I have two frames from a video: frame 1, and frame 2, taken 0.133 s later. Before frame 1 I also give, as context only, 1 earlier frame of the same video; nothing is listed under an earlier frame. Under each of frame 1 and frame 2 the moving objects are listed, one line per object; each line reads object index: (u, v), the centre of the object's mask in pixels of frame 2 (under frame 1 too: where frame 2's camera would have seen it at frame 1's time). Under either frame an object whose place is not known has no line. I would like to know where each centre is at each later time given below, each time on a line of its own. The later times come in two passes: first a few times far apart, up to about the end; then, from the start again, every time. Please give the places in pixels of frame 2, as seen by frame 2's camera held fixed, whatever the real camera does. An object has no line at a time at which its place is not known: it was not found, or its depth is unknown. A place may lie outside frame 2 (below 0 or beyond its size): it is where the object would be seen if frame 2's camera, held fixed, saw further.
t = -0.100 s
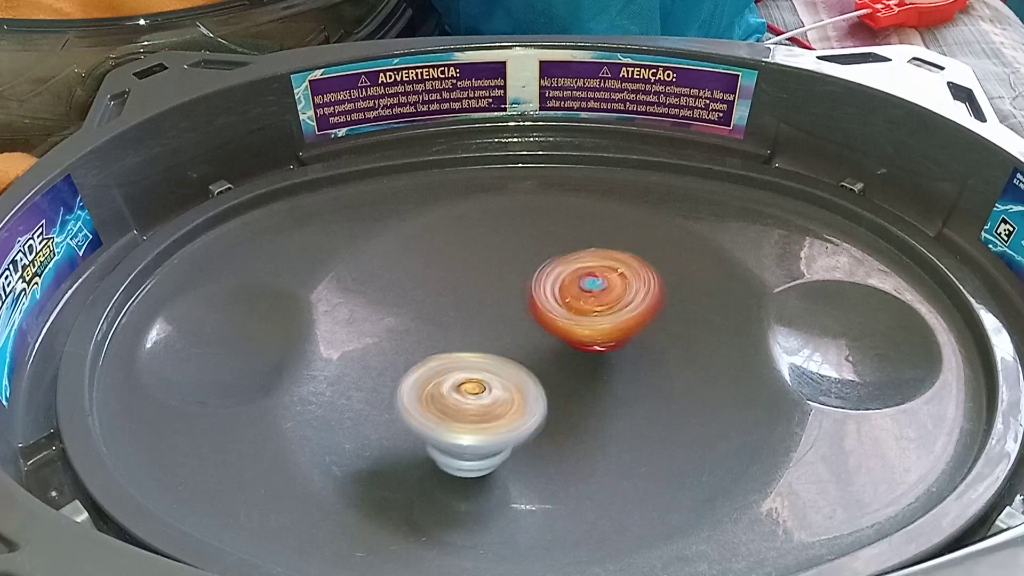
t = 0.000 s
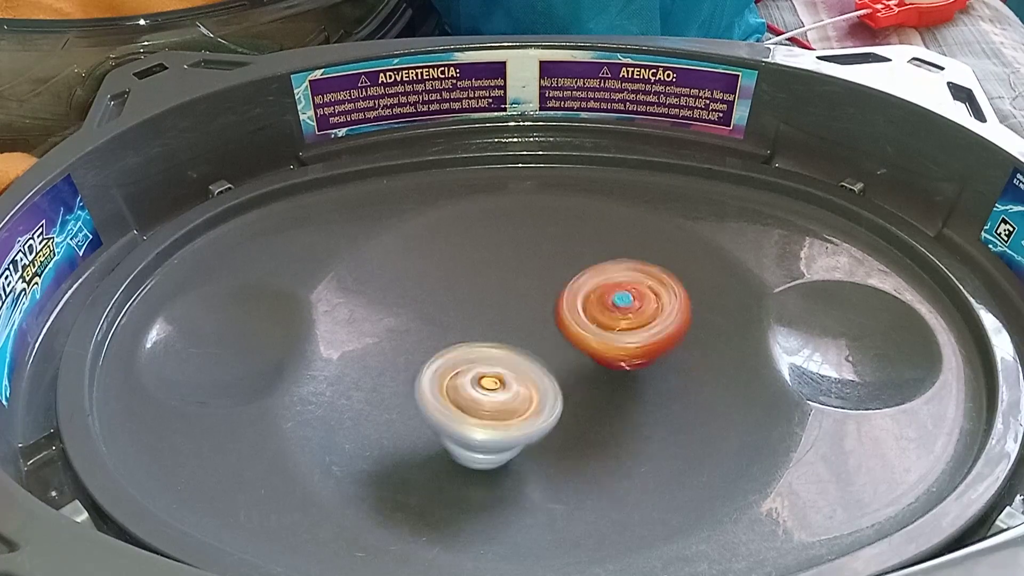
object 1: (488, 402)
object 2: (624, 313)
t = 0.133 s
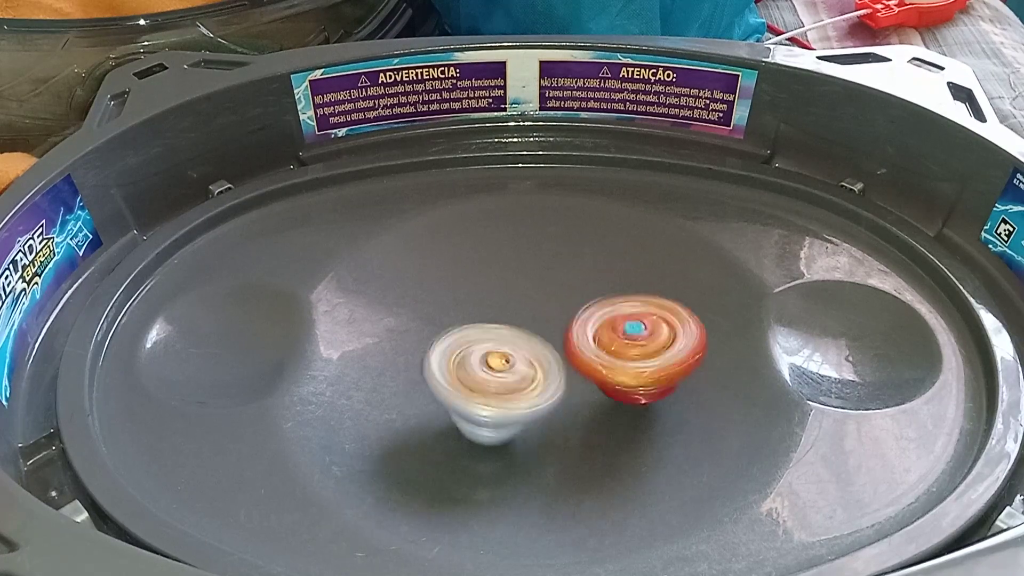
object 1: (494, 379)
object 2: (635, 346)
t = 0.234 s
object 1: (491, 359)
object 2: (641, 368)
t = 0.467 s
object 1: (478, 322)
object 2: (573, 402)
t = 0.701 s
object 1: (480, 303)
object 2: (513, 405)
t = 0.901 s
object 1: (504, 288)
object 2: (491, 411)
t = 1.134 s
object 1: (576, 285)
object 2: (483, 419)
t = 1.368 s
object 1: (618, 326)
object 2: (507, 387)
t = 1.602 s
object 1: (660, 364)
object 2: (415, 370)
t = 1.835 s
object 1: (573, 409)
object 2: (461, 343)
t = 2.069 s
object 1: (470, 419)
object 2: (521, 286)
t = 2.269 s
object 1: (433, 371)
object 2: (580, 308)
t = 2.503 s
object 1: (474, 313)
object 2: (589, 387)
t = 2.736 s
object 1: (556, 307)
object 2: (518, 428)
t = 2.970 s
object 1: (620, 355)
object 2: (466, 385)
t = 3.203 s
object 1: (600, 412)
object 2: (489, 320)
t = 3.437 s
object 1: (499, 409)
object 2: (551, 300)
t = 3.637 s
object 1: (443, 356)
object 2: (583, 345)
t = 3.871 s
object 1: (464, 309)
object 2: (563, 406)
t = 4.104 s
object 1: (550, 318)
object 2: (500, 412)
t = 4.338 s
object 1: (619, 370)
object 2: (452, 383)
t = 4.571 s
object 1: (593, 413)
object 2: (480, 344)
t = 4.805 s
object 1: (504, 408)
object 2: (530, 290)
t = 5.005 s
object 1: (460, 356)
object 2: (566, 302)
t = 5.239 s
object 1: (440, 344)
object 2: (647, 300)
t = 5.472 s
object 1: (498, 354)
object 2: (638, 357)
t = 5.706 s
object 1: (497, 368)
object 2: (657, 394)
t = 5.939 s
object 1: (474, 350)
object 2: (611, 415)
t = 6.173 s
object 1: (493, 316)
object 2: (546, 419)
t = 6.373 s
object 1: (546, 322)
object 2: (533, 438)
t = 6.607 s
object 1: (610, 345)
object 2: (469, 457)
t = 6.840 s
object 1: (587, 382)
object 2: (475, 440)
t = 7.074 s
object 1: (592, 363)
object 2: (457, 385)
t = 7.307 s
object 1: (582, 380)
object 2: (415, 353)
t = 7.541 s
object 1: (538, 384)
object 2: (420, 360)
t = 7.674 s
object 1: (537, 383)
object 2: (422, 355)
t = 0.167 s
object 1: (492, 372)
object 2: (642, 353)
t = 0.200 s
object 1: (491, 365)
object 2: (643, 361)
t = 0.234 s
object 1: (491, 359)
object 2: (641, 368)
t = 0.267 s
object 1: (489, 352)
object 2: (636, 374)
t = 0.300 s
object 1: (488, 346)
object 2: (627, 381)
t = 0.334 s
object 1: (485, 339)
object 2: (620, 388)
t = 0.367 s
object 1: (482, 333)
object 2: (611, 394)
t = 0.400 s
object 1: (480, 328)
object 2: (601, 398)
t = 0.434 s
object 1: (479, 324)
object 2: (588, 400)
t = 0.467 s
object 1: (478, 322)
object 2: (573, 402)
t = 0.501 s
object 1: (477, 319)
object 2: (563, 403)
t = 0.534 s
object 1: (477, 316)
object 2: (553, 405)
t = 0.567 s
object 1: (476, 311)
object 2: (546, 407)
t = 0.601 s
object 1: (475, 307)
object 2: (536, 409)
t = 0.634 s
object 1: (476, 305)
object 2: (526, 408)
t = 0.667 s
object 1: (477, 304)
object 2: (517, 405)
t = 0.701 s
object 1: (480, 303)
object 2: (513, 405)
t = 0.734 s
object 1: (483, 295)
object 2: (510, 412)
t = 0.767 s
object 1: (488, 289)
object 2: (506, 415)
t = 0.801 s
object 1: (491, 287)
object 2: (501, 417)
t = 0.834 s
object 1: (495, 285)
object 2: (495, 418)
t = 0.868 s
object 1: (499, 285)
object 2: (492, 415)
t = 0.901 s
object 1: (504, 288)
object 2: (491, 411)
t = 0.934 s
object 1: (510, 291)
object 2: (492, 406)
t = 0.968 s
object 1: (518, 296)
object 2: (494, 400)
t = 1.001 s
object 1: (531, 296)
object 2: (495, 402)
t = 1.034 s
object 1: (546, 289)
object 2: (493, 411)
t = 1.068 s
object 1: (558, 287)
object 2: (488, 416)
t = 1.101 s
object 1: (569, 284)
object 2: (485, 418)
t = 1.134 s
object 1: (576, 285)
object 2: (483, 419)
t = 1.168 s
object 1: (586, 286)
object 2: (482, 418)
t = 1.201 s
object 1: (594, 288)
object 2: (483, 415)
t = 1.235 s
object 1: (599, 293)
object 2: (487, 411)
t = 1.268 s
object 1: (604, 299)
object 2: (491, 406)
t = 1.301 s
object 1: (610, 306)
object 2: (497, 400)
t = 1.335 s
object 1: (612, 317)
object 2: (504, 393)
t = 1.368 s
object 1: (618, 326)
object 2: (507, 387)
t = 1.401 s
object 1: (631, 332)
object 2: (492, 388)
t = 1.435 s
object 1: (644, 334)
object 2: (470, 388)
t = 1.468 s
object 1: (653, 339)
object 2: (455, 388)
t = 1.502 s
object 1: (660, 344)
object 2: (443, 384)
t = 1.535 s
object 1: (663, 351)
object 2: (430, 379)
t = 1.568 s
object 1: (664, 357)
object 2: (422, 376)
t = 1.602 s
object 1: (660, 364)
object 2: (415, 370)
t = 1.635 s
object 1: (656, 371)
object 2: (412, 364)
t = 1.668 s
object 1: (648, 378)
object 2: (414, 359)
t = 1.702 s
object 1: (638, 386)
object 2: (418, 354)
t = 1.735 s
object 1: (623, 393)
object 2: (426, 350)
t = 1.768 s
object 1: (608, 399)
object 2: (437, 347)
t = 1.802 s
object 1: (591, 405)
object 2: (449, 345)
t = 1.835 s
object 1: (573, 409)
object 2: (461, 343)
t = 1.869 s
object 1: (556, 417)
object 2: (466, 333)
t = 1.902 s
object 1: (540, 422)
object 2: (473, 323)
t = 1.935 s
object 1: (525, 424)
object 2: (481, 312)
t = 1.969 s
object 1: (509, 426)
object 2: (490, 302)
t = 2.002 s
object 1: (495, 424)
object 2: (499, 296)
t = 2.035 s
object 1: (480, 423)
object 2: (509, 291)
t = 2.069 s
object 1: (470, 419)
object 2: (521, 286)
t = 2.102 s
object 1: (458, 414)
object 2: (534, 285)
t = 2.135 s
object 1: (450, 406)
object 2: (543, 286)
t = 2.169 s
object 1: (442, 398)
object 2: (554, 288)
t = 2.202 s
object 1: (437, 390)
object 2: (564, 294)
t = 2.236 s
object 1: (435, 380)
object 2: (573, 300)
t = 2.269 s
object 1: (433, 371)
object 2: (580, 308)
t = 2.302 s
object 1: (436, 362)
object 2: (586, 317)
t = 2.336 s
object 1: (437, 352)
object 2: (591, 328)
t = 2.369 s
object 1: (444, 344)
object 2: (594, 340)
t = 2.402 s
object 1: (449, 335)
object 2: (596, 351)
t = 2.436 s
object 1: (457, 328)
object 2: (596, 362)
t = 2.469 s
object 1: (466, 319)
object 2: (593, 375)
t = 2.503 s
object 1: (474, 313)
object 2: (589, 387)
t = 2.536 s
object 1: (487, 308)
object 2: (582, 398)
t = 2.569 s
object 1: (496, 304)
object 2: (575, 406)
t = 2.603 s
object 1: (509, 302)
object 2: (567, 414)
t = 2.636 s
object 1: (520, 300)
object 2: (555, 420)
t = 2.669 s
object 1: (532, 302)
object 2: (545, 424)
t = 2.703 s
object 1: (546, 302)
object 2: (531, 428)
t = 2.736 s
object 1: (556, 307)
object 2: (518, 428)
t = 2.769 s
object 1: (569, 309)
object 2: (508, 428)
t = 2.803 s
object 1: (577, 316)
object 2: (496, 424)
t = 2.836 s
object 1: (590, 322)
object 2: (487, 419)
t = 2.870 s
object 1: (596, 329)
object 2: (478, 412)
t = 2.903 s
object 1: (607, 337)
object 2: (471, 403)
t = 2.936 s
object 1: (613, 346)
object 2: (468, 395)
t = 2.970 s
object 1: (620, 355)
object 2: (466, 385)
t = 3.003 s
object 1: (622, 364)
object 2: (466, 376)
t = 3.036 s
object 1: (625, 374)
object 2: (466, 366)
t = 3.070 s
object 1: (624, 382)
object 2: (469, 356)
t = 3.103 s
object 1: (622, 391)
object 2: (473, 346)
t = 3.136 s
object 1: (617, 398)
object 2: (478, 336)
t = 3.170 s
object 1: (609, 406)
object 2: (484, 328)
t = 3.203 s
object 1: (600, 412)
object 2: (489, 320)
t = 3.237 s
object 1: (587, 417)
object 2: (497, 312)
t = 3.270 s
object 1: (574, 419)
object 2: (505, 306)
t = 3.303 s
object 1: (559, 421)
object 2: (514, 301)
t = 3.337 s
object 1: (543, 421)
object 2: (525, 298)
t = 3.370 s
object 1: (528, 418)
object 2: (533, 296)
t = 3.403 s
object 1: (514, 414)
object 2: (543, 297)
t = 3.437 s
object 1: (499, 409)
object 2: (551, 300)
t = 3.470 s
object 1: (486, 402)
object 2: (560, 304)
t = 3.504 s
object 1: (473, 394)
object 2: (566, 310)
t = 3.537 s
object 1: (464, 386)
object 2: (573, 318)
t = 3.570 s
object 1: (455, 376)
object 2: (578, 327)
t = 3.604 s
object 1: (448, 367)
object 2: (580, 335)
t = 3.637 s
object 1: (443, 356)
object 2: (583, 345)
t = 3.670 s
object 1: (439, 346)
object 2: (583, 355)
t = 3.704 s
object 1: (441, 338)
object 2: (583, 364)
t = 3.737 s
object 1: (441, 329)
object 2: (581, 375)
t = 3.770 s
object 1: (445, 323)
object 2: (577, 384)
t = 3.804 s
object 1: (448, 316)
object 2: (574, 393)
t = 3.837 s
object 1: (457, 313)
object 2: (568, 399)
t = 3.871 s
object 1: (464, 309)
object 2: (563, 406)
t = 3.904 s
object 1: (475, 308)
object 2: (554, 412)
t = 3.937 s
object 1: (484, 308)
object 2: (546, 416)
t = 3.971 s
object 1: (497, 308)
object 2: (536, 419)
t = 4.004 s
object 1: (507, 309)
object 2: (525, 420)
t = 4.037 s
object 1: (522, 311)
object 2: (516, 419)
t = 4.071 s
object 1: (534, 314)
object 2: (507, 416)
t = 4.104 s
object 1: (550, 318)
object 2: (500, 412)
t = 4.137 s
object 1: (564, 323)
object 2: (492, 407)
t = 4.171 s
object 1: (578, 331)
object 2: (486, 403)
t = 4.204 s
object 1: (588, 338)
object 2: (478, 401)
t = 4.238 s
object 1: (598, 346)
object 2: (474, 397)
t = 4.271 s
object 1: (606, 354)
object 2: (461, 393)
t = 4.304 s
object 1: (614, 362)
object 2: (457, 388)
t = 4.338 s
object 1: (619, 370)
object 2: (452, 383)
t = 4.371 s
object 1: (623, 379)
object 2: (451, 377)
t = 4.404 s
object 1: (623, 386)
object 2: (450, 372)
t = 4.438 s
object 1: (623, 393)
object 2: (454, 366)
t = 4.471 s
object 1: (618, 400)
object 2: (458, 361)
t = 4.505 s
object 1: (613, 405)
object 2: (465, 354)
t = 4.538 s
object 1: (603, 410)
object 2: (472, 350)
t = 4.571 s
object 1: (593, 413)
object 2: (480, 344)
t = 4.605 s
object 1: (580, 415)
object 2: (489, 339)
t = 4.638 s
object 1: (569, 418)
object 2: (494, 331)
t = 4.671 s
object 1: (555, 419)
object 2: (503, 320)
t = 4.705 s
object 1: (543, 419)
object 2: (509, 311)
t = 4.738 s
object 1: (528, 417)
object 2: (517, 301)
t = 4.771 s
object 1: (517, 413)
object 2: (524, 295)
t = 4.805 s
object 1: (504, 408)
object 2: (530, 290)
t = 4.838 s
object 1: (493, 400)
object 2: (537, 287)
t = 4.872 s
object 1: (483, 393)
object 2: (545, 285)
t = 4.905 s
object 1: (474, 384)
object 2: (550, 287)
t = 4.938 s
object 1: (468, 375)
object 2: (558, 290)
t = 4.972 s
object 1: (462, 365)
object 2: (562, 296)
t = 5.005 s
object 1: (460, 356)
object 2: (566, 302)
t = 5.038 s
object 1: (452, 347)
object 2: (575, 305)
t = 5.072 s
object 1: (439, 347)
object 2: (596, 302)
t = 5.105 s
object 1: (432, 344)
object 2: (612, 299)
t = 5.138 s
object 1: (430, 343)
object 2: (625, 297)
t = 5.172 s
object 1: (435, 343)
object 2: (637, 296)
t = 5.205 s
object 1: (437, 344)
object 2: (643, 297)
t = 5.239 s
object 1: (440, 344)
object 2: (647, 300)
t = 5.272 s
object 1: (449, 344)
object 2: (652, 304)
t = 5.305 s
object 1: (457, 345)
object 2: (652, 310)
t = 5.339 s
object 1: (470, 346)
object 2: (650, 319)
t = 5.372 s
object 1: (481, 349)
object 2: (646, 327)
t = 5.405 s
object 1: (493, 349)
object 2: (636, 338)
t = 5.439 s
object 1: (496, 350)
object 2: (636, 348)
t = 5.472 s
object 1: (498, 354)
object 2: (638, 357)
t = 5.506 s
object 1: (497, 356)
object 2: (651, 366)
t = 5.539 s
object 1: (496, 358)
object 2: (658, 373)
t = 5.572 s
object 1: (496, 361)
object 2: (663, 378)
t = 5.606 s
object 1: (495, 364)
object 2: (670, 383)
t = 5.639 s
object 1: (492, 366)
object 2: (669, 387)
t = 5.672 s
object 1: (494, 367)
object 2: (665, 391)
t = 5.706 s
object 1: (497, 368)
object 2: (657, 394)
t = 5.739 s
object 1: (498, 370)
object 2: (648, 398)
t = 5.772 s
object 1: (494, 371)
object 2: (643, 403)
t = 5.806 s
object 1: (490, 370)
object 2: (639, 406)
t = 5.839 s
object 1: (490, 368)
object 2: (626, 408)
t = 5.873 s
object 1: (484, 363)
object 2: (624, 411)
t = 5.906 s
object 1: (481, 357)
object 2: (621, 414)
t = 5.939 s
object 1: (474, 350)
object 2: (611, 415)
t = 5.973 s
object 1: (472, 345)
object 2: (600, 416)
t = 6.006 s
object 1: (473, 340)
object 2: (592, 416)
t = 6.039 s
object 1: (473, 336)
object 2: (578, 413)
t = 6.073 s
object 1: (475, 331)
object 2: (563, 409)
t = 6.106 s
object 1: (476, 325)
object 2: (554, 409)
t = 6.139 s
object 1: (484, 321)
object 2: (549, 411)
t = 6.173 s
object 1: (493, 316)
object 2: (546, 419)
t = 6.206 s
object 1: (503, 315)
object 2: (543, 428)
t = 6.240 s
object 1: (513, 316)
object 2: (538, 433)
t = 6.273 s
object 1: (519, 315)
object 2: (536, 436)
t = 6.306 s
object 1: (525, 315)
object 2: (538, 437)
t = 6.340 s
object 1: (539, 316)
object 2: (538, 438)
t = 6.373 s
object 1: (546, 322)
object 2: (533, 438)
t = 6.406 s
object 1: (551, 327)
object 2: (526, 433)
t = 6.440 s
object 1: (560, 326)
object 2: (525, 424)
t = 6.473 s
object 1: (573, 329)
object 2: (522, 423)
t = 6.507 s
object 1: (584, 338)
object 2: (519, 421)
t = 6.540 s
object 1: (590, 342)
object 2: (501, 440)
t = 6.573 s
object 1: (602, 343)
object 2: (488, 451)
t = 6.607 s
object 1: (610, 345)
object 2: (469, 457)
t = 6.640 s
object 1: (614, 351)
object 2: (457, 461)
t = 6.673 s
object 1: (610, 357)
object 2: (449, 463)
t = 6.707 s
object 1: (605, 361)
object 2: (445, 464)
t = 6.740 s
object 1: (604, 368)
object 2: (447, 464)
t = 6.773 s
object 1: (601, 373)
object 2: (454, 455)
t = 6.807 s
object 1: (596, 378)
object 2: (463, 446)
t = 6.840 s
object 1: (587, 382)
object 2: (475, 440)
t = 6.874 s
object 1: (585, 378)
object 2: (480, 436)
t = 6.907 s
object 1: (584, 370)
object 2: (482, 424)
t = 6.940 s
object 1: (585, 366)
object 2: (477, 412)
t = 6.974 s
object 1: (590, 365)
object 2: (476, 405)
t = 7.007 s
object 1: (592, 365)
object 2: (470, 398)
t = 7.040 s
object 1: (592, 363)
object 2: (464, 391)
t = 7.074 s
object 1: (592, 363)
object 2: (457, 385)
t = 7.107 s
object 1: (591, 364)
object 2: (446, 379)
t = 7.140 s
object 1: (589, 365)
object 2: (435, 373)
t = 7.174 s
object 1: (588, 365)
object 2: (427, 368)
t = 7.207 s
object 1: (588, 366)
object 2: (421, 362)
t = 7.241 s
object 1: (588, 370)
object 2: (417, 358)
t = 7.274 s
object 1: (587, 375)
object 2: (415, 355)
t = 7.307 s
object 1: (582, 380)
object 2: (415, 353)
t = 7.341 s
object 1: (575, 382)
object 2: (415, 352)
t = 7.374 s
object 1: (567, 383)
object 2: (415, 353)
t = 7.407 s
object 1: (557, 384)
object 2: (415, 354)
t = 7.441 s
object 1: (549, 384)
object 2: (417, 357)
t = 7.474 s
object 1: (542, 384)
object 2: (417, 359)
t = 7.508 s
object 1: (539, 384)
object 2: (419, 361)
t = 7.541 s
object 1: (538, 384)
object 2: (420, 360)
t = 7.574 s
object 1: (539, 384)
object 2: (421, 358)
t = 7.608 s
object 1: (539, 384)
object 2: (421, 357)
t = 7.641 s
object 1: (538, 383)
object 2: (422, 355)
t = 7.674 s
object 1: (537, 383)
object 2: (422, 355)
